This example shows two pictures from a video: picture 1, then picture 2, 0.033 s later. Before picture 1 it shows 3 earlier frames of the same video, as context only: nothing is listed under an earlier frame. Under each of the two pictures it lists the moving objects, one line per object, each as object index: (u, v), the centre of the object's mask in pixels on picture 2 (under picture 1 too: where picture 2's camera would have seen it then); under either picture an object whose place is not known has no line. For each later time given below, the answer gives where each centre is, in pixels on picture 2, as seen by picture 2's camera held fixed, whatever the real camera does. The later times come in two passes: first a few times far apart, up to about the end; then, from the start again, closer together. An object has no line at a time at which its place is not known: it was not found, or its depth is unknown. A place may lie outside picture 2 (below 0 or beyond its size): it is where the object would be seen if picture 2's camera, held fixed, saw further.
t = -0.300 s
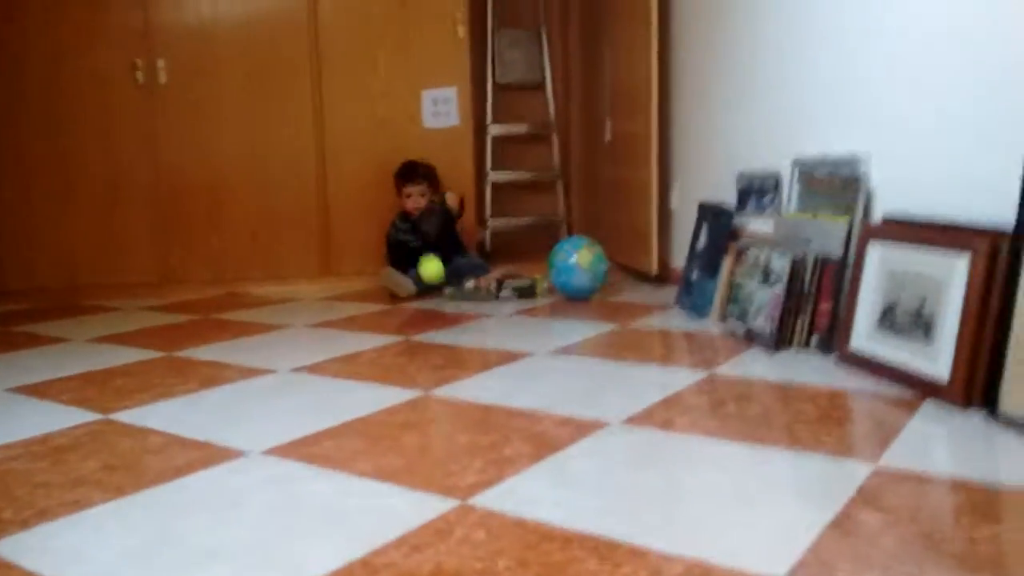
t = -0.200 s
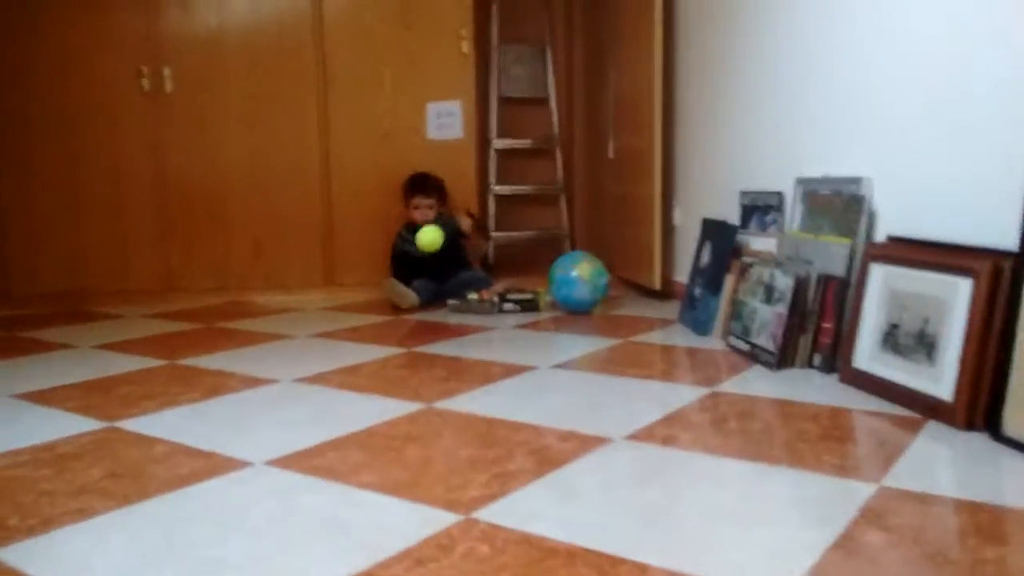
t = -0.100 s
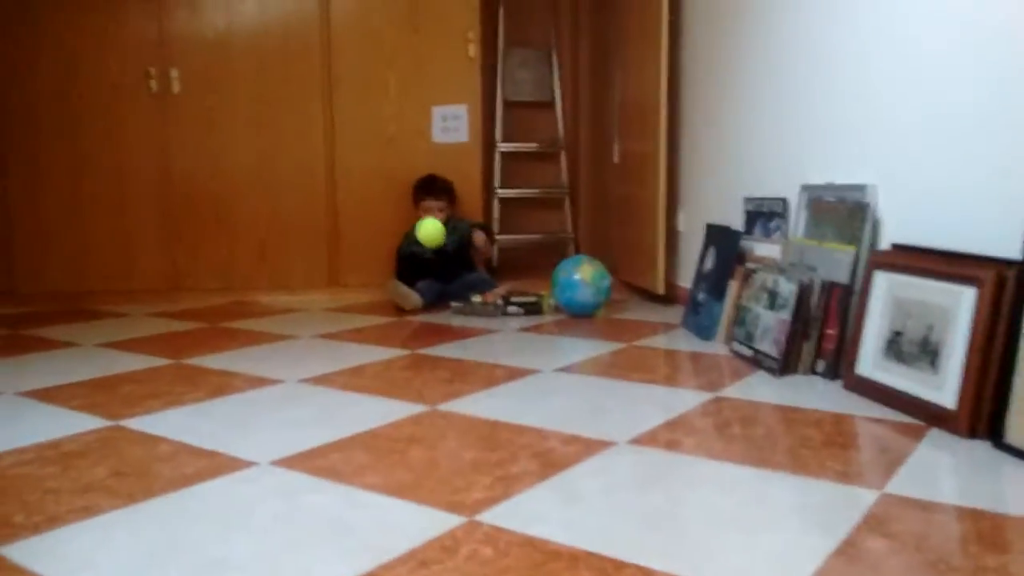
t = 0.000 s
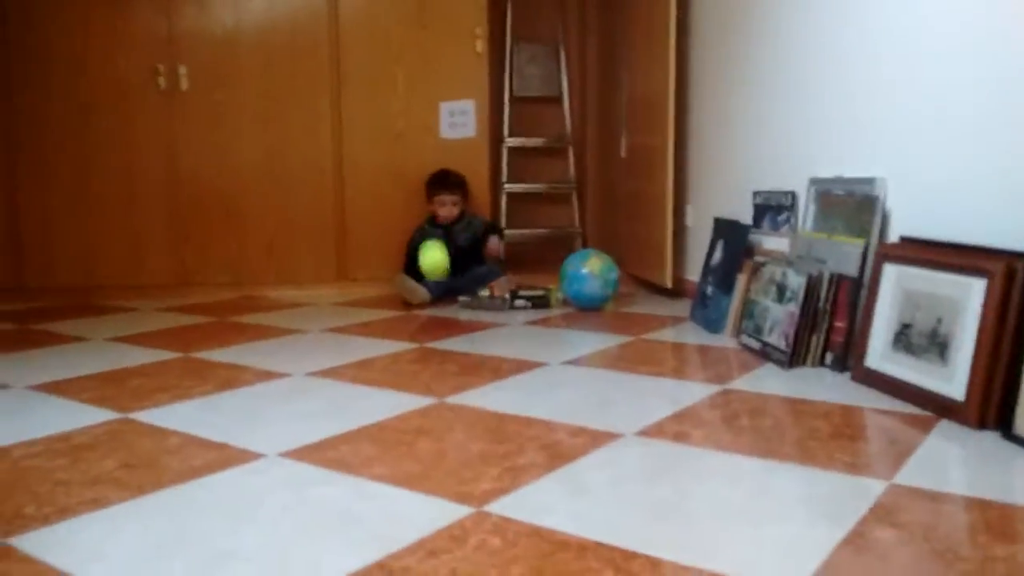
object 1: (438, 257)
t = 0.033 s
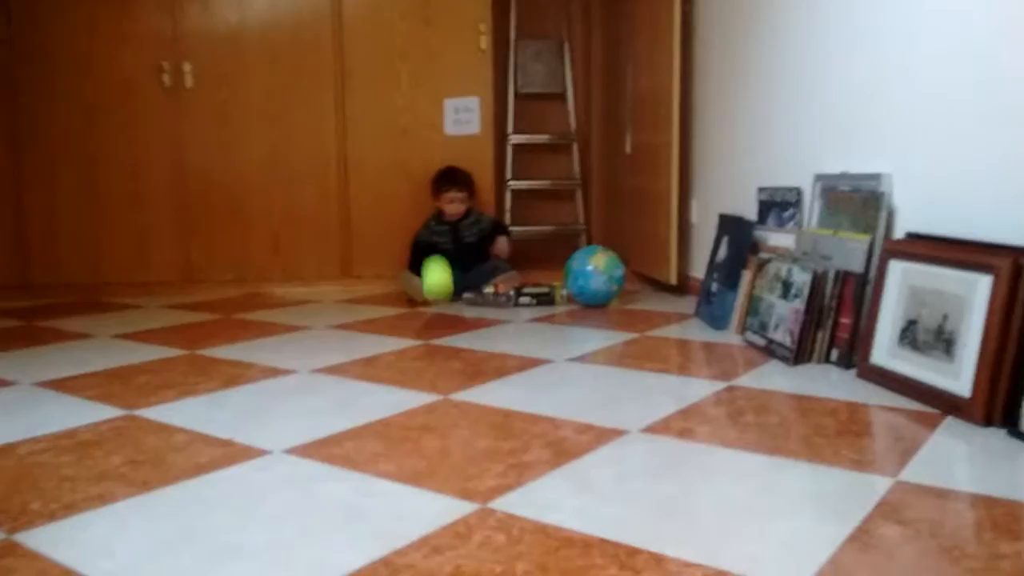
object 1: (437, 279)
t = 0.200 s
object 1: (428, 353)
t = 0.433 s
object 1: (411, 369)
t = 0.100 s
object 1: (434, 340)
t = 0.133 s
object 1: (434, 378)
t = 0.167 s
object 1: (431, 372)
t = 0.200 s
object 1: (428, 353)
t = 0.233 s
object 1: (427, 339)
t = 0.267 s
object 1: (424, 329)
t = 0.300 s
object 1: (421, 325)
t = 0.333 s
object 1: (418, 326)
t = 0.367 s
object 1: (416, 334)
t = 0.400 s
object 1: (413, 351)
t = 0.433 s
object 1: (411, 369)
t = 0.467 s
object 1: (407, 408)
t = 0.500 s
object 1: (403, 450)
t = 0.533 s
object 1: (399, 502)
